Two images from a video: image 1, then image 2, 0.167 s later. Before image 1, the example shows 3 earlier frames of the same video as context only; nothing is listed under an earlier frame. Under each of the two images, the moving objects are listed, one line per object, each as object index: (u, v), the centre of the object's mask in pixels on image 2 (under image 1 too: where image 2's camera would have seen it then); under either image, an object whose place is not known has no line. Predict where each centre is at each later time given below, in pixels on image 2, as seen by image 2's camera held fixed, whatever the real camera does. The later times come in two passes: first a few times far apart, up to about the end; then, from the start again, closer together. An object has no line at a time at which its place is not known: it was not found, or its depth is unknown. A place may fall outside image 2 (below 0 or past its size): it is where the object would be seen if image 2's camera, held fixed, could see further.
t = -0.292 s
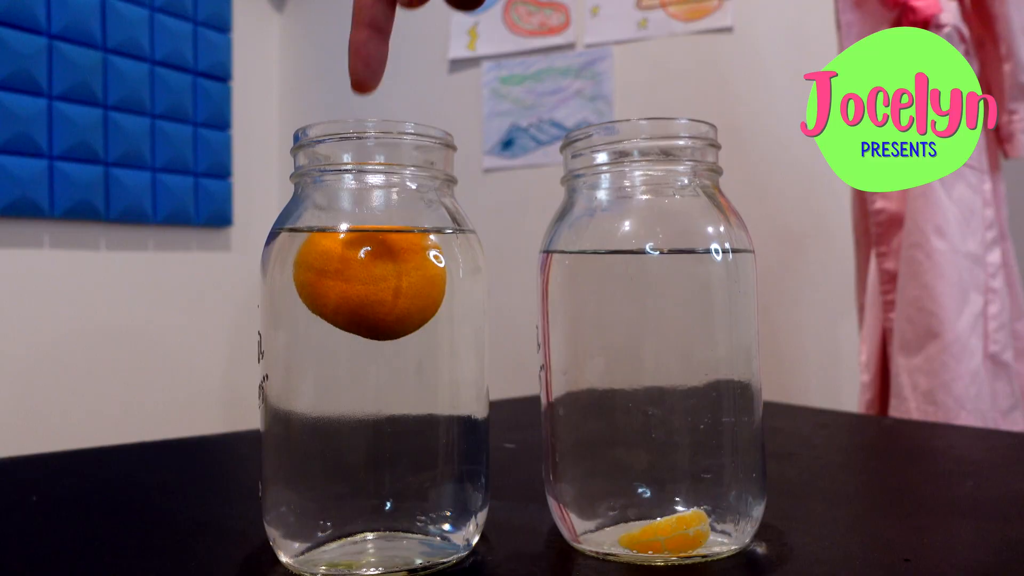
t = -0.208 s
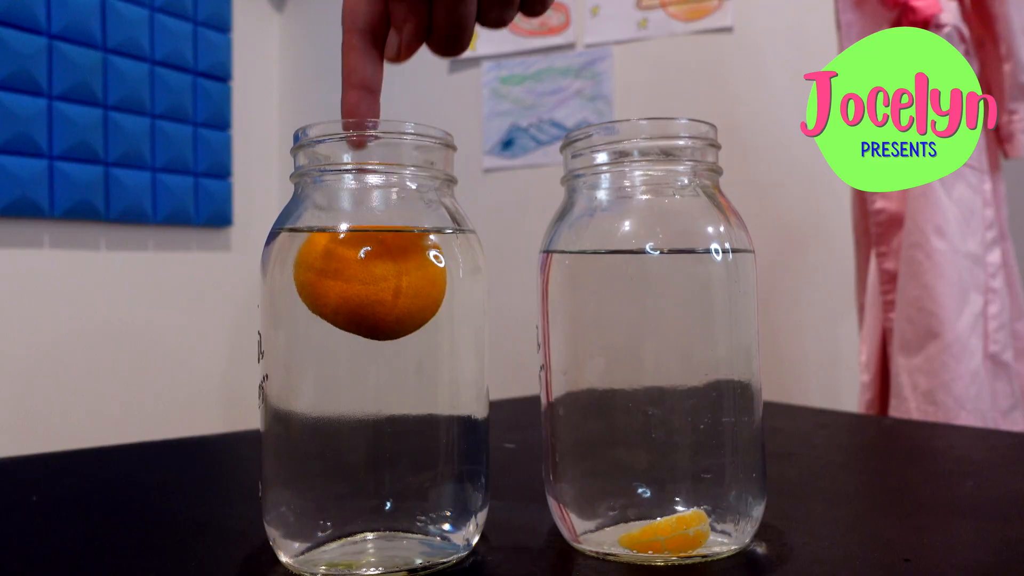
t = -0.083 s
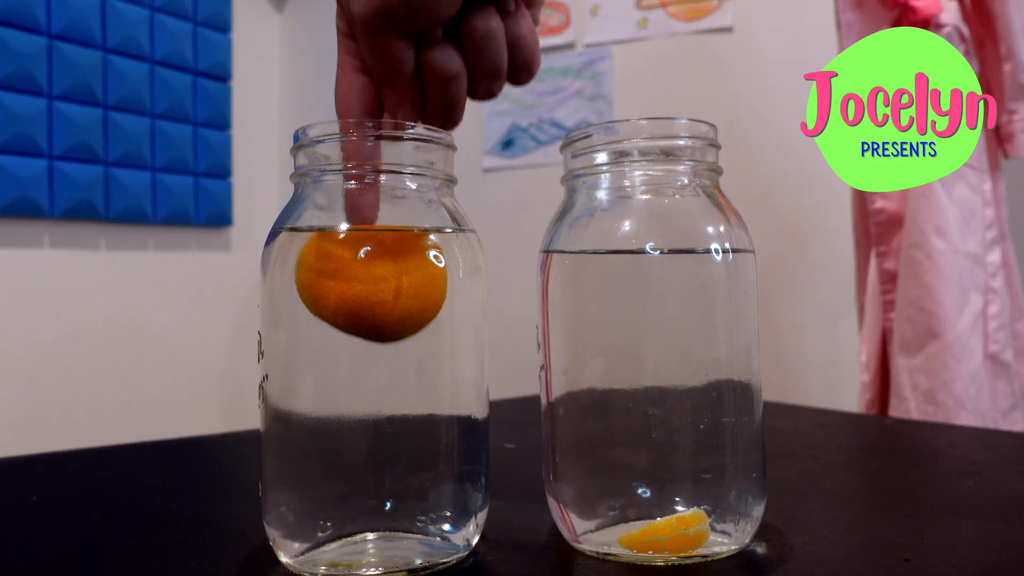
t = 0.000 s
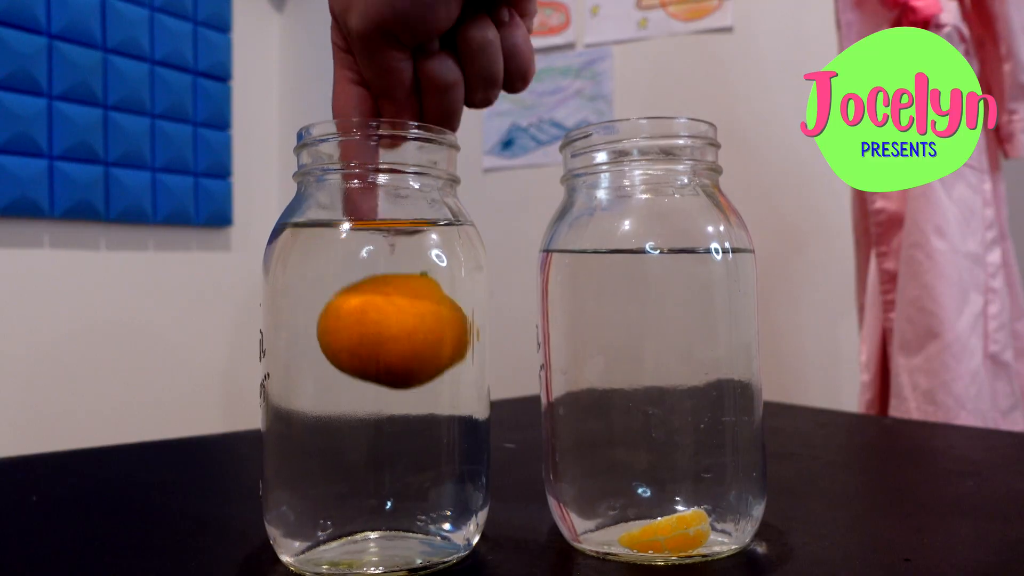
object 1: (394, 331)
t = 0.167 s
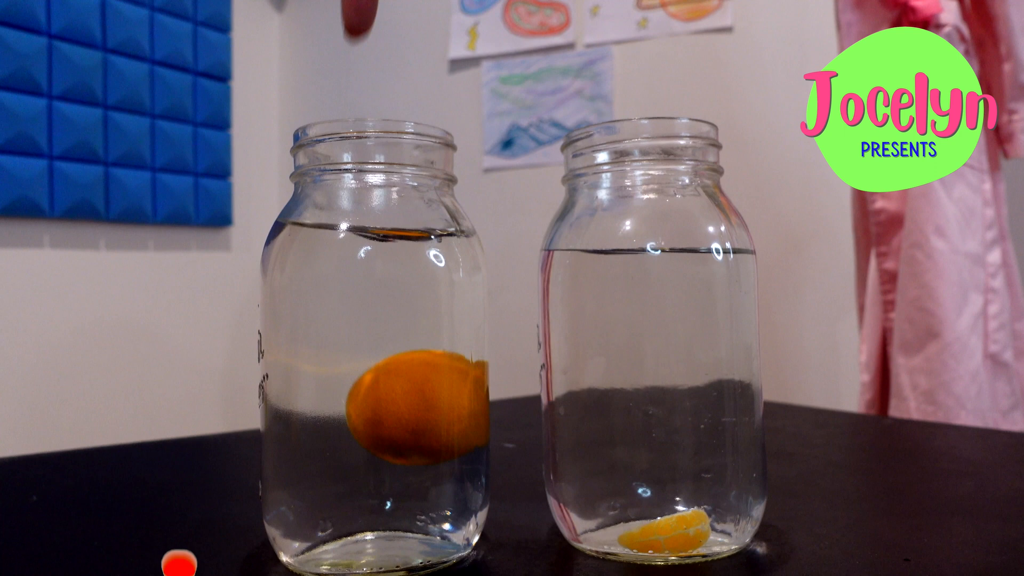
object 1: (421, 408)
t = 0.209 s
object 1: (425, 423)
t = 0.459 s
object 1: (419, 475)
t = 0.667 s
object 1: (396, 472)
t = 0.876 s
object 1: (379, 443)
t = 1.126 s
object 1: (369, 387)
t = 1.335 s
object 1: (363, 326)
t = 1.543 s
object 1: (358, 269)
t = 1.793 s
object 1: (349, 305)
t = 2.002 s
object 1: (343, 338)
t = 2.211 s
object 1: (339, 346)
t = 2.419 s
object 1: (336, 334)
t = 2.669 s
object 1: (334, 295)
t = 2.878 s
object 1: (334, 274)
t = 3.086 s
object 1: (327, 294)
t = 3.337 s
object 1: (321, 313)
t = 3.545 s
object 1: (321, 306)
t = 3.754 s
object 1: (324, 288)
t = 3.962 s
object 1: (327, 278)
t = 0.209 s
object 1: (425, 423)
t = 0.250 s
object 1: (429, 435)
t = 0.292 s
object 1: (429, 446)
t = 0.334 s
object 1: (427, 454)
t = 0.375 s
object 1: (424, 463)
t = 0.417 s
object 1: (422, 469)
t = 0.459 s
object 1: (419, 475)
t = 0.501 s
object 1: (416, 479)
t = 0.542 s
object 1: (413, 481)
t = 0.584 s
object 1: (408, 479)
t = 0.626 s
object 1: (400, 476)
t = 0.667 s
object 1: (396, 472)
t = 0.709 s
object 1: (391, 468)
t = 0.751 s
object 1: (387, 462)
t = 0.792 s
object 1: (384, 456)
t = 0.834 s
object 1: (381, 450)
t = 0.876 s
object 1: (379, 443)
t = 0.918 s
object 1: (377, 435)
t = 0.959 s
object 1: (375, 427)
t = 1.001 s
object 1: (373, 418)
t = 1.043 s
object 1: (372, 408)
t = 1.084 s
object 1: (370, 398)
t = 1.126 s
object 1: (369, 387)
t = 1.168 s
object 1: (368, 376)
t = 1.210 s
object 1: (366, 365)
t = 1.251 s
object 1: (365, 352)
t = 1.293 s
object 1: (364, 339)
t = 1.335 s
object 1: (363, 326)
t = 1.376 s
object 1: (362, 311)
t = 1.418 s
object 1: (362, 295)
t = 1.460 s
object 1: (361, 284)
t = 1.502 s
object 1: (360, 276)
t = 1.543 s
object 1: (358, 269)
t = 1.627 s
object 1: (354, 272)
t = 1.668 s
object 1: (351, 280)
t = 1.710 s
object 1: (351, 286)
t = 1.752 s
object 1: (350, 295)
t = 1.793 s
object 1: (349, 305)
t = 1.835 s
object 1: (347, 314)
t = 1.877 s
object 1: (345, 322)
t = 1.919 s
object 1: (344, 329)
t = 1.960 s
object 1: (343, 334)
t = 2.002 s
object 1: (343, 338)
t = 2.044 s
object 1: (342, 342)
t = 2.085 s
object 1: (341, 344)
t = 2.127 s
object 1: (340, 346)
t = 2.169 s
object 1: (339, 346)
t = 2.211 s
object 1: (339, 346)
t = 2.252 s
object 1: (338, 345)
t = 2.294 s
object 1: (338, 344)
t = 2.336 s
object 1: (337, 341)
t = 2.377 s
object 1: (336, 338)
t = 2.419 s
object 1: (336, 334)
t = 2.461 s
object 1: (335, 329)
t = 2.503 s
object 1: (334, 324)
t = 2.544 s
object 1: (334, 317)
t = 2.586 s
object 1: (334, 310)
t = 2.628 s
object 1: (334, 303)
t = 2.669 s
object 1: (334, 295)
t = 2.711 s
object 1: (333, 289)
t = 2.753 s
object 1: (333, 284)
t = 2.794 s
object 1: (333, 280)
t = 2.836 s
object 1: (334, 276)
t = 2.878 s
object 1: (334, 274)
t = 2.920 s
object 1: (333, 277)
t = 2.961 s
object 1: (331, 282)
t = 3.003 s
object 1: (330, 285)
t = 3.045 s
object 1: (329, 290)
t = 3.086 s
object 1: (327, 294)
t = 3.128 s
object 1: (326, 299)
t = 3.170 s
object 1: (325, 304)
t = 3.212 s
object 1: (323, 307)
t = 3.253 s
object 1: (322, 310)
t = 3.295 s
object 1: (321, 312)
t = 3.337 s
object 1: (321, 313)
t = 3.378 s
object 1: (320, 313)
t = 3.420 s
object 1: (319, 313)
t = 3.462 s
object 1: (320, 311)
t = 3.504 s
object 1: (320, 309)
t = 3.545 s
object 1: (321, 306)
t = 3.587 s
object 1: (321, 303)
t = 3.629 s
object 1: (322, 299)
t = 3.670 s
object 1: (322, 295)
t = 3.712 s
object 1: (323, 291)
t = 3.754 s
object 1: (324, 288)
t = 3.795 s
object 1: (325, 285)
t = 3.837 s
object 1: (325, 282)
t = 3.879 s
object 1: (326, 280)
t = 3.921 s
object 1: (326, 278)
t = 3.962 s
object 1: (327, 278)
